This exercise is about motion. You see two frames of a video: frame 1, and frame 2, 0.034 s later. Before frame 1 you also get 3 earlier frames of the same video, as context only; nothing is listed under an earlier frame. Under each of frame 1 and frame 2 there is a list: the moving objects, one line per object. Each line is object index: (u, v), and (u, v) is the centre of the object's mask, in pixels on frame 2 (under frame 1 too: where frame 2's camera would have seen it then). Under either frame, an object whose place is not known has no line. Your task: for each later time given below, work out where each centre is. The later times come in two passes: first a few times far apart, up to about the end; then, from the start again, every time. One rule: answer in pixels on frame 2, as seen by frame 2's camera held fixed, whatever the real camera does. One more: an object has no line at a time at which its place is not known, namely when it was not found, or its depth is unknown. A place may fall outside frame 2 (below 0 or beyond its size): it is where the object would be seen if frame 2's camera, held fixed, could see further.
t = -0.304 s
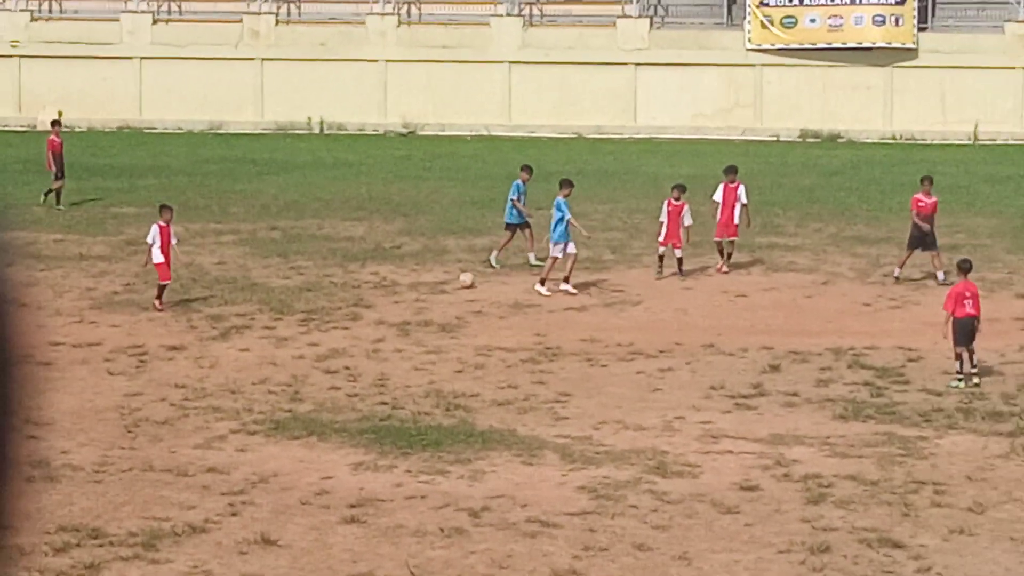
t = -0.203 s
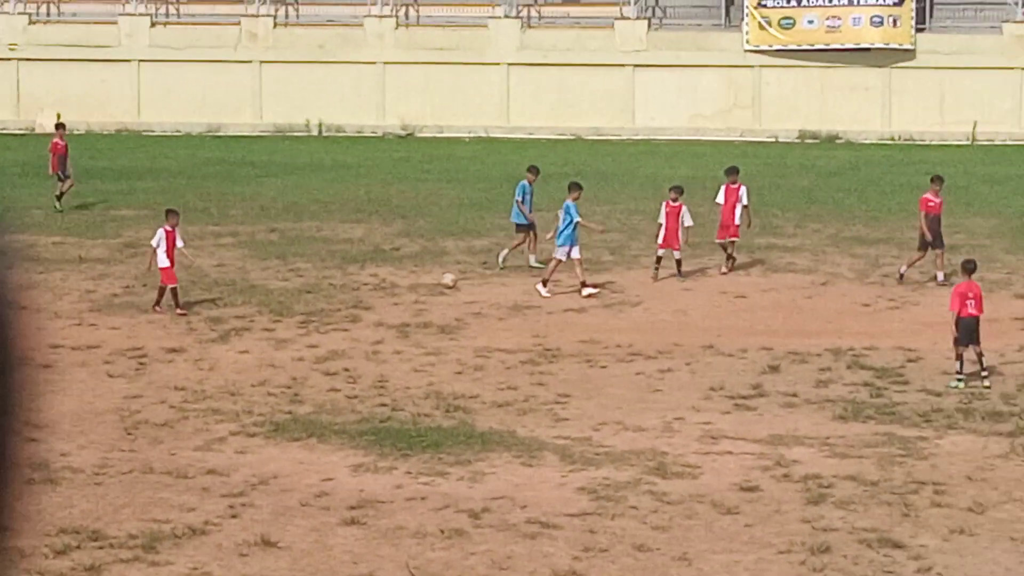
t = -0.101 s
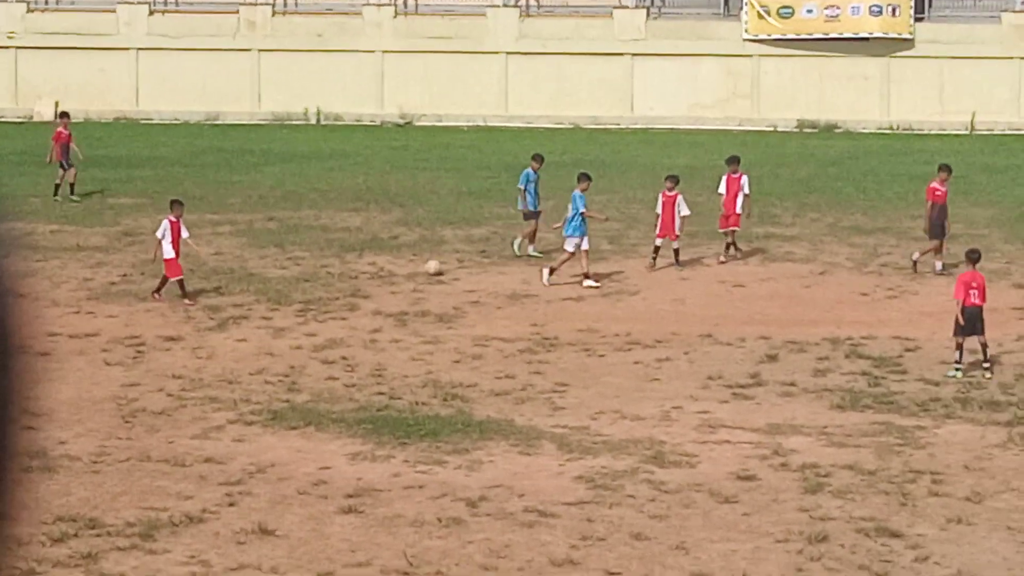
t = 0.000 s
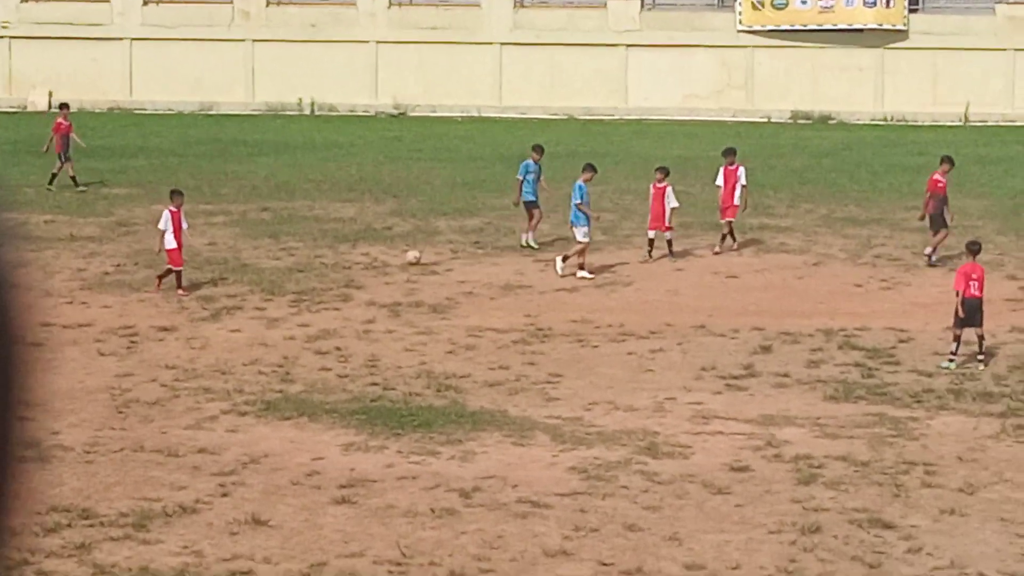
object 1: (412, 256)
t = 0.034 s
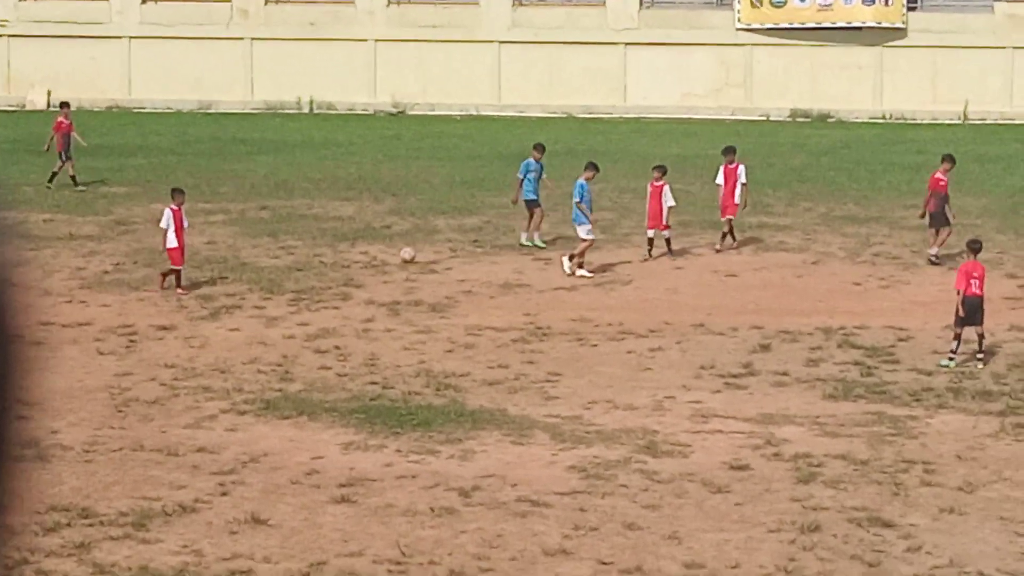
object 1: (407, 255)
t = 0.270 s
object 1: (380, 254)
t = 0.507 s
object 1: (355, 251)
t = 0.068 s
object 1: (404, 254)
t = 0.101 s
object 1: (399, 255)
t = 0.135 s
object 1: (395, 255)
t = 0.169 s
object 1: (391, 254)
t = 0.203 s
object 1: (387, 253)
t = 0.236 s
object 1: (383, 253)
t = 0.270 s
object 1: (380, 254)
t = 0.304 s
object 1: (377, 252)
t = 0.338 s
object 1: (373, 253)
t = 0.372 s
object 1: (369, 252)
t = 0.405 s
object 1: (366, 253)
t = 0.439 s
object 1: (362, 252)
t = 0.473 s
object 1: (358, 252)
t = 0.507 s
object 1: (355, 251)
